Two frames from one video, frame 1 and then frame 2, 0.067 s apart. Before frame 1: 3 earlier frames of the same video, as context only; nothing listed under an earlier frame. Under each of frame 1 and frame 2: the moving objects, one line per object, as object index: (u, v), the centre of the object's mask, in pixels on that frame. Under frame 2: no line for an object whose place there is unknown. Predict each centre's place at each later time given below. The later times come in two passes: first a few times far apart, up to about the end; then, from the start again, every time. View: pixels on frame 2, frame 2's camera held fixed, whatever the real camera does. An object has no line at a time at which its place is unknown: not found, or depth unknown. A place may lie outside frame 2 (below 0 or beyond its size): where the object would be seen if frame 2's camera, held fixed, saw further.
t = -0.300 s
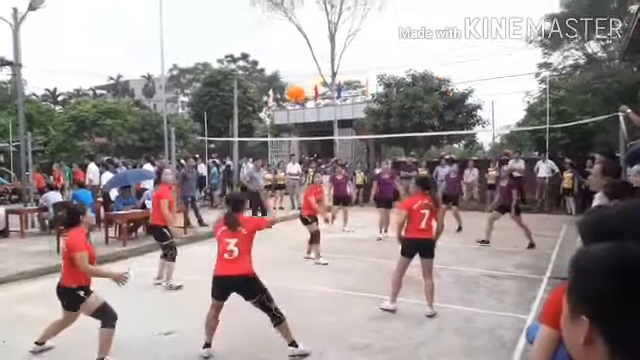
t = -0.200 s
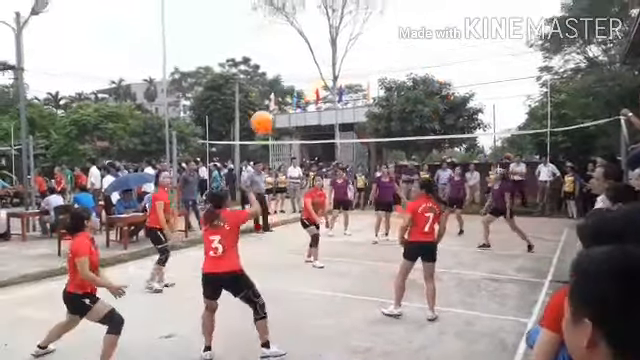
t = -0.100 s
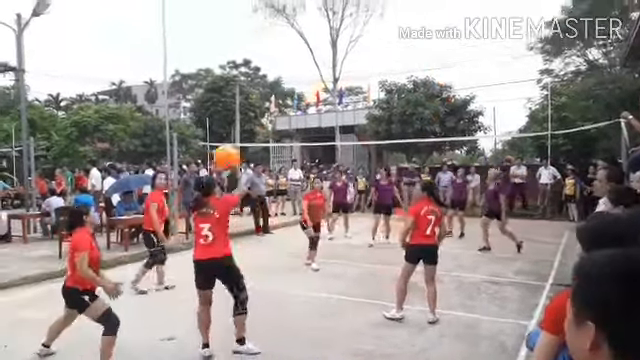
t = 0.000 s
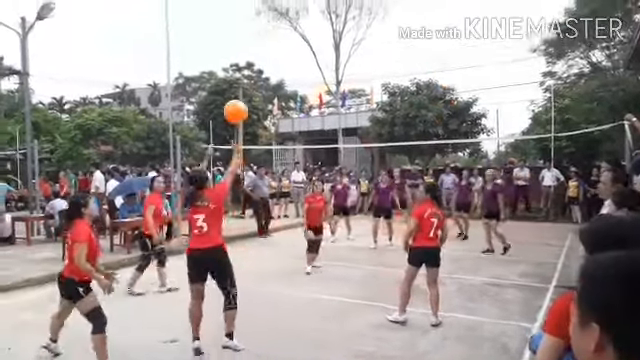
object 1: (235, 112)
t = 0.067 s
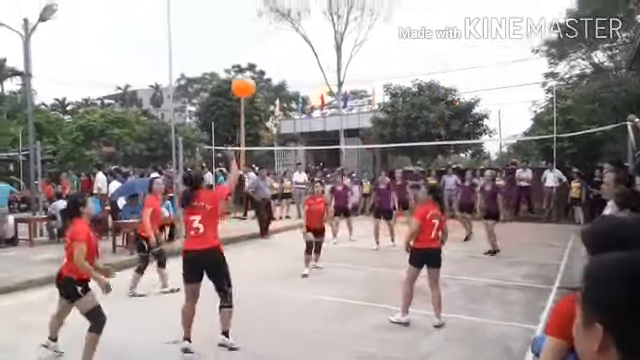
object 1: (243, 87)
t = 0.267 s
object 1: (260, 39)
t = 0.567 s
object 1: (281, 42)
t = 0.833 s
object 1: (297, 104)
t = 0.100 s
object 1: (246, 77)
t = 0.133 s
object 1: (248, 67)
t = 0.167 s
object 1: (251, 58)
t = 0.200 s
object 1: (254, 50)
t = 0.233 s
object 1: (257, 44)
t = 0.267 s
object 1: (260, 39)
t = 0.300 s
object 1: (262, 36)
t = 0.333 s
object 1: (264, 34)
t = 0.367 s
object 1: (267, 31)
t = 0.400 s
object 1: (269, 32)
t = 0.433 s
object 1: (272, 33)
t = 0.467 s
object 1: (274, 34)
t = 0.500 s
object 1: (277, 35)
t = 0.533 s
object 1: (278, 37)
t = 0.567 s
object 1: (281, 42)
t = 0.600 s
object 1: (283, 48)
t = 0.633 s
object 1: (286, 54)
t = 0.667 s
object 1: (288, 60)
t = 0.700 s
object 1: (289, 67)
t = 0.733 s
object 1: (292, 75)
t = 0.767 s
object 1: (293, 85)
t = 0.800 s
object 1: (296, 94)
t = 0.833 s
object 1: (297, 104)
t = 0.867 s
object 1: (299, 114)
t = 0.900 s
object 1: (301, 124)
